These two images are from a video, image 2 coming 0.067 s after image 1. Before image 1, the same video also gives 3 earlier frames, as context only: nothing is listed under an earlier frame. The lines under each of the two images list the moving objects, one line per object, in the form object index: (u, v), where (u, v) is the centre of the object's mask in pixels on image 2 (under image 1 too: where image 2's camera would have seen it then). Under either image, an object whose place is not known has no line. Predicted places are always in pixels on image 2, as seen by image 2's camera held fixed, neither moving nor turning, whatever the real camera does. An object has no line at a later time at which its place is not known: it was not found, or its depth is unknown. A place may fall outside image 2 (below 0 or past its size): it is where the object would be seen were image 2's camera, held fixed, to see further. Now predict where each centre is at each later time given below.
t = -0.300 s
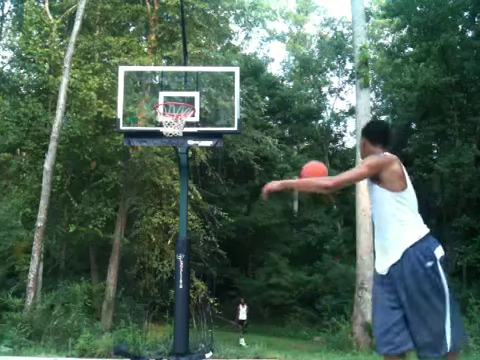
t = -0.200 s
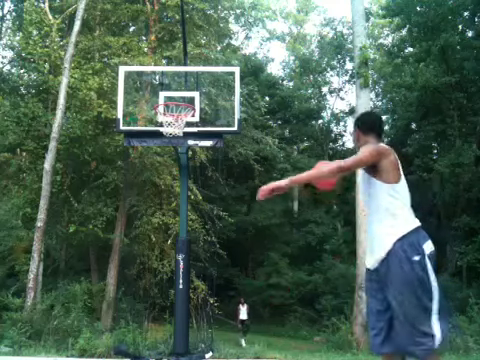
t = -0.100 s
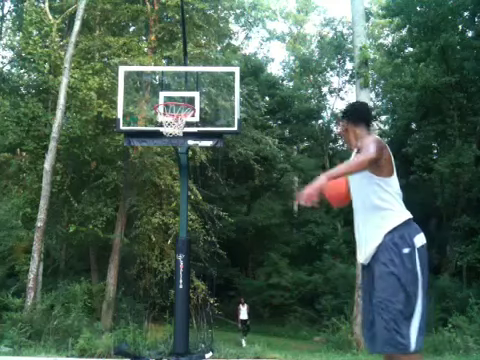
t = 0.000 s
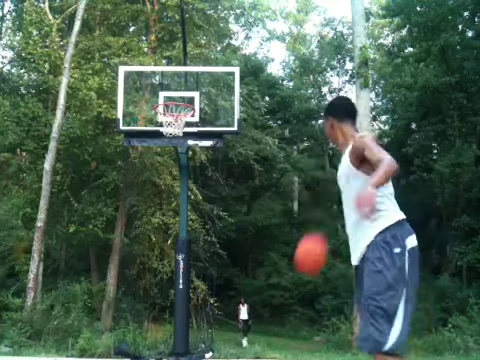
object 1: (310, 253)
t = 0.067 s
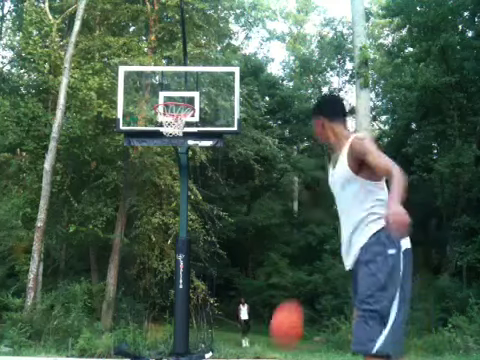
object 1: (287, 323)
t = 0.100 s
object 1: (276, 351)
